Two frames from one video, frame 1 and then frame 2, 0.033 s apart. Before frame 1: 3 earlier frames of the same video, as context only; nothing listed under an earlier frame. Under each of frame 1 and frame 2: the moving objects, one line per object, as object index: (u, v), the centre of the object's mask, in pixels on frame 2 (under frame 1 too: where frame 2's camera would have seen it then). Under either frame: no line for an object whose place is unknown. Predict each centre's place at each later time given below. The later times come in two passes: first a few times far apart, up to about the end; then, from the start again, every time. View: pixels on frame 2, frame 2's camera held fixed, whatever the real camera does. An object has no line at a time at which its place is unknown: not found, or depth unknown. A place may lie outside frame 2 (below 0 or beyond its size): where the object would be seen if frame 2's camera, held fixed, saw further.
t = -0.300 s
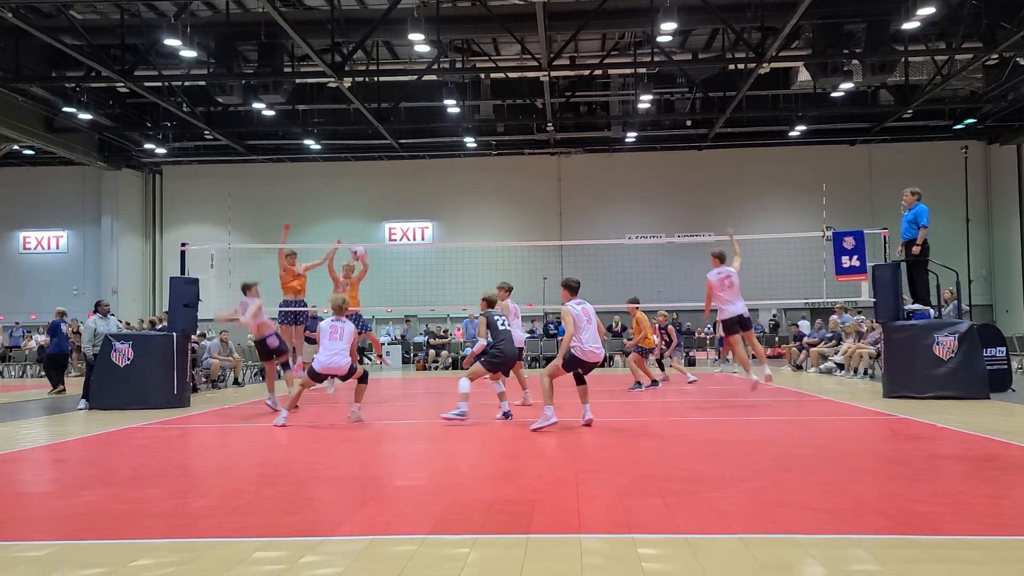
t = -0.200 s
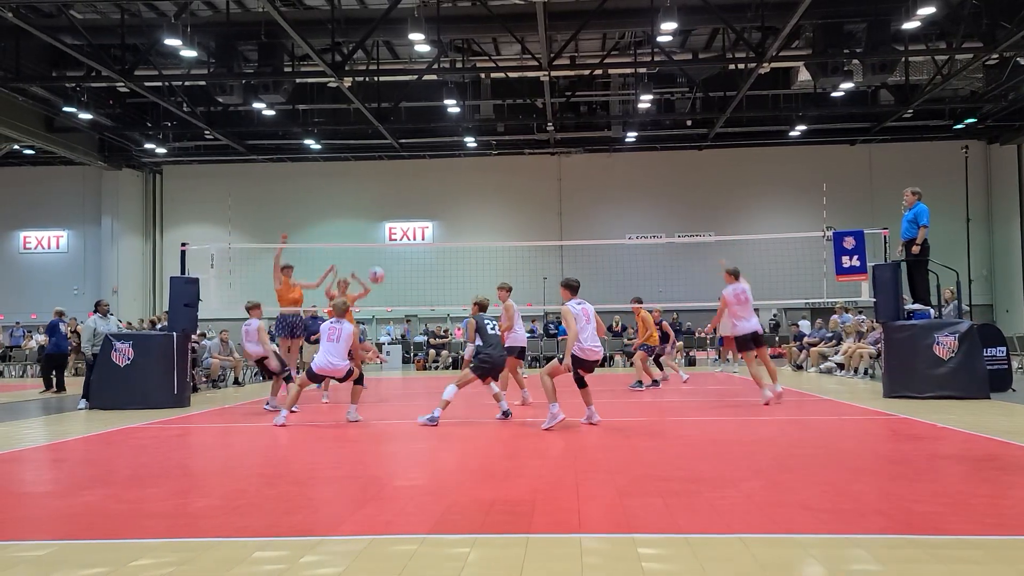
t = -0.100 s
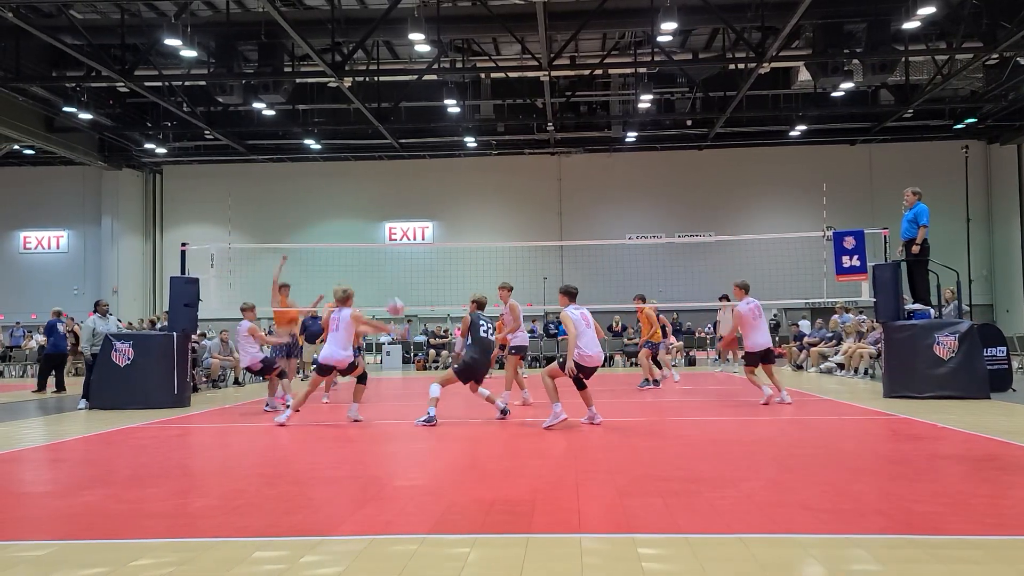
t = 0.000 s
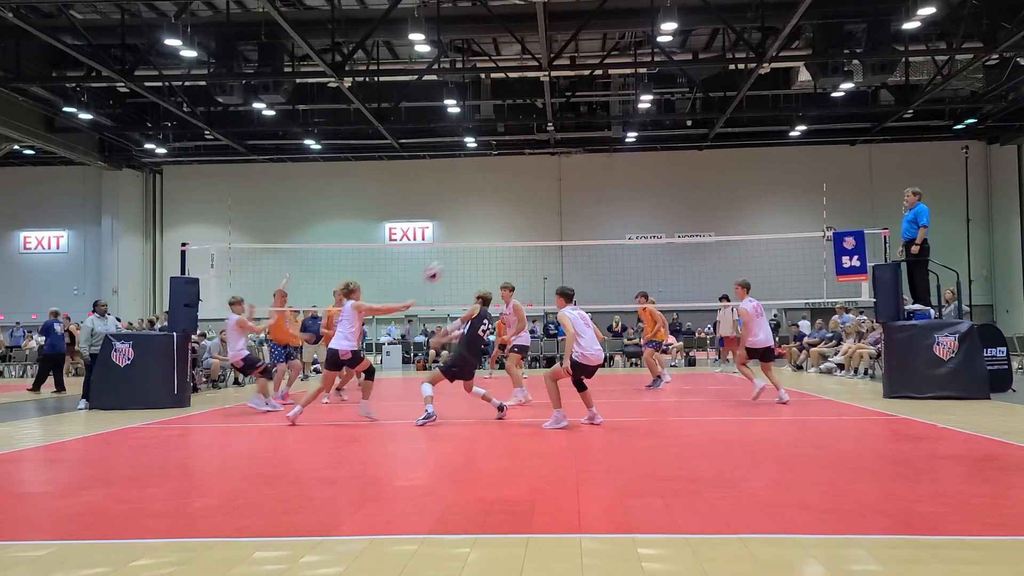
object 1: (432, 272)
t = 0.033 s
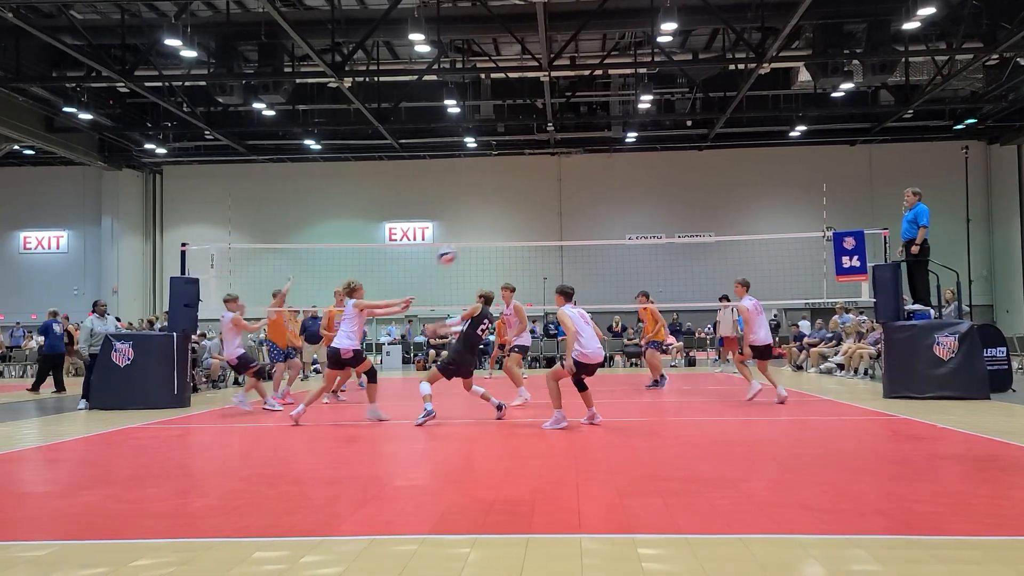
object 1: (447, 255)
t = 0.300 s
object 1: (582, 135)
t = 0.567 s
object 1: (780, 62)
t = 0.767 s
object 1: (1001, 60)
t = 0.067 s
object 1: (462, 238)
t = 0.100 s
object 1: (477, 220)
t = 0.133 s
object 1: (493, 205)
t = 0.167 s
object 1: (509, 190)
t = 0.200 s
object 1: (527, 175)
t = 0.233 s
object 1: (544, 161)
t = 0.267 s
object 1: (563, 147)
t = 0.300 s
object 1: (582, 135)
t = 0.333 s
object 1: (603, 123)
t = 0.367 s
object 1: (624, 112)
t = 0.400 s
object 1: (647, 101)
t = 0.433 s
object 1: (670, 91)
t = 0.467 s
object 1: (696, 81)
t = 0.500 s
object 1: (721, 74)
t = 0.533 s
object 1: (750, 67)
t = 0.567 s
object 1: (780, 62)
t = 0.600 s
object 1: (813, 57)
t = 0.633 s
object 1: (846, 55)
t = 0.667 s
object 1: (881, 53)
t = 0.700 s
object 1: (920, 53)
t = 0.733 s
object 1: (963, 56)
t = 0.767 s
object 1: (1001, 60)
